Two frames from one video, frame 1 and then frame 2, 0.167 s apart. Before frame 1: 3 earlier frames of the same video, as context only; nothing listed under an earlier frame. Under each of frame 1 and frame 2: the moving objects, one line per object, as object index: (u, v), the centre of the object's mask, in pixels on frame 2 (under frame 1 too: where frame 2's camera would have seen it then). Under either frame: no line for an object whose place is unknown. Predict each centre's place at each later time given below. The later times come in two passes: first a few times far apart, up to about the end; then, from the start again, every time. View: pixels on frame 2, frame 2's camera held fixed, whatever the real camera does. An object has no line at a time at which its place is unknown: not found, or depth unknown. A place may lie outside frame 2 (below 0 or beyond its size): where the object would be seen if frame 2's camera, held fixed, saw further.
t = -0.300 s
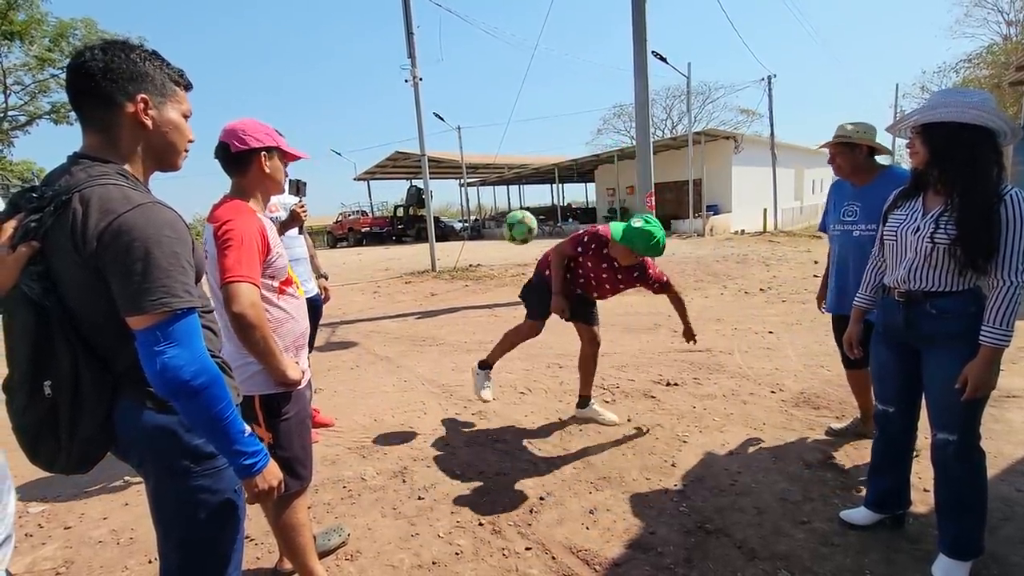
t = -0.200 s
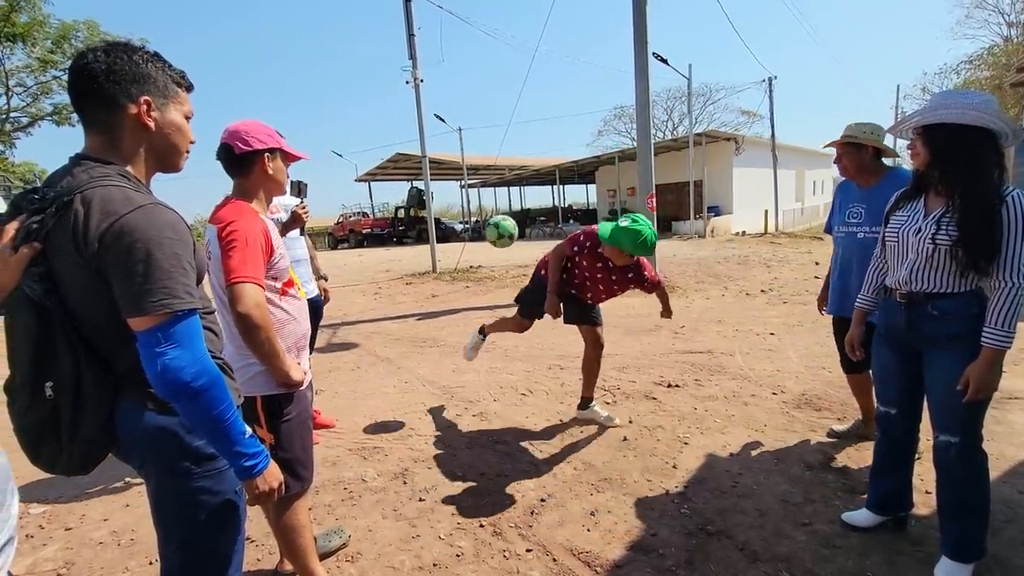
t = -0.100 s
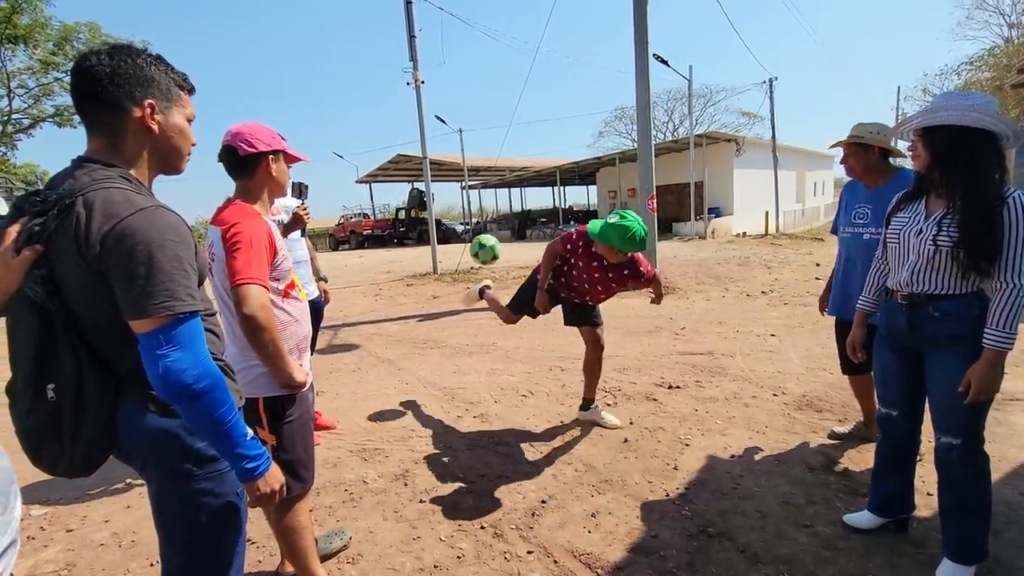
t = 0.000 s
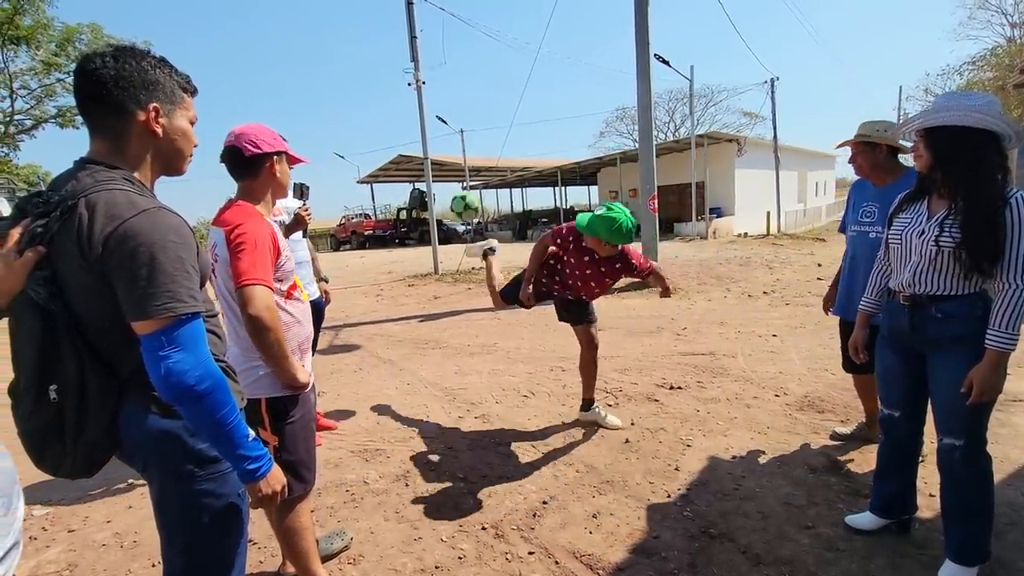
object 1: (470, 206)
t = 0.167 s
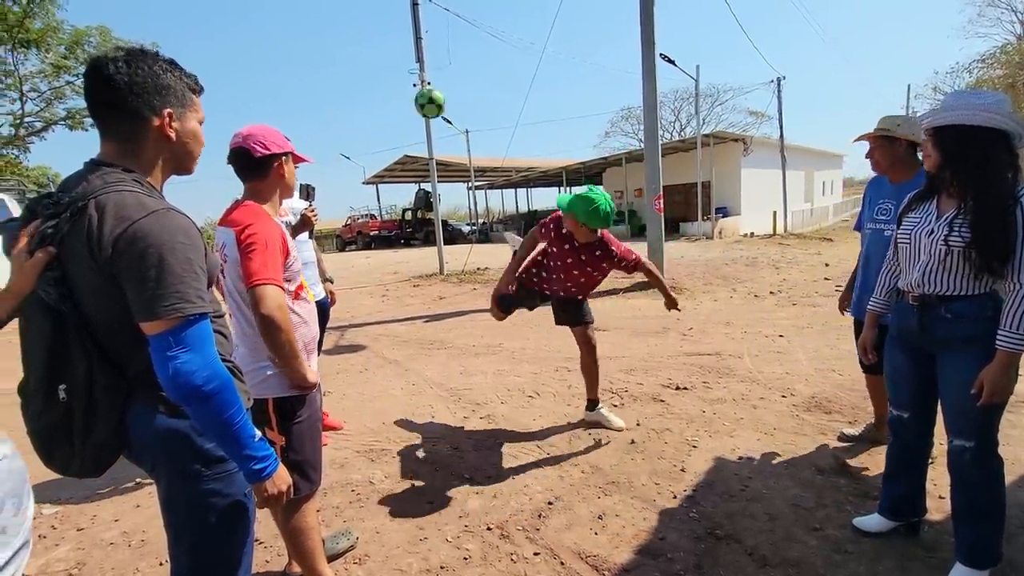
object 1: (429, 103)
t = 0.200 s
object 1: (422, 86)
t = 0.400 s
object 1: (381, 26)
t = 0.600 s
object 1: (349, 23)
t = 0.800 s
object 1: (326, 75)
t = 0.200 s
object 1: (422, 86)
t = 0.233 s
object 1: (414, 73)
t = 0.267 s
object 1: (408, 60)
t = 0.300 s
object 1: (400, 49)
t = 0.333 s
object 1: (393, 40)
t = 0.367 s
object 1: (387, 32)
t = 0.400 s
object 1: (381, 26)
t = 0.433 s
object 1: (375, 21)
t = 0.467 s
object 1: (370, 18)
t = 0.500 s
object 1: (364, 17)
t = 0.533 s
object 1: (358, 18)
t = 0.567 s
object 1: (353, 20)
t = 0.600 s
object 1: (349, 23)
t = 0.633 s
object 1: (344, 29)
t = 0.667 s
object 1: (340, 35)
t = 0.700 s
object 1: (336, 43)
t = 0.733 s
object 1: (333, 52)
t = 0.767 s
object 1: (329, 63)
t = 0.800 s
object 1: (326, 75)
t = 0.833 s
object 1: (324, 88)
